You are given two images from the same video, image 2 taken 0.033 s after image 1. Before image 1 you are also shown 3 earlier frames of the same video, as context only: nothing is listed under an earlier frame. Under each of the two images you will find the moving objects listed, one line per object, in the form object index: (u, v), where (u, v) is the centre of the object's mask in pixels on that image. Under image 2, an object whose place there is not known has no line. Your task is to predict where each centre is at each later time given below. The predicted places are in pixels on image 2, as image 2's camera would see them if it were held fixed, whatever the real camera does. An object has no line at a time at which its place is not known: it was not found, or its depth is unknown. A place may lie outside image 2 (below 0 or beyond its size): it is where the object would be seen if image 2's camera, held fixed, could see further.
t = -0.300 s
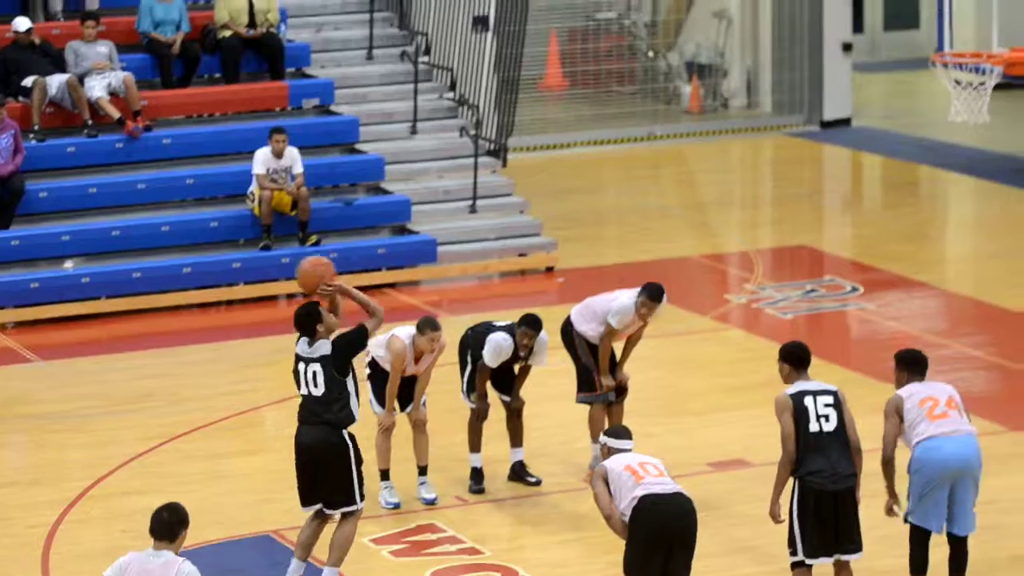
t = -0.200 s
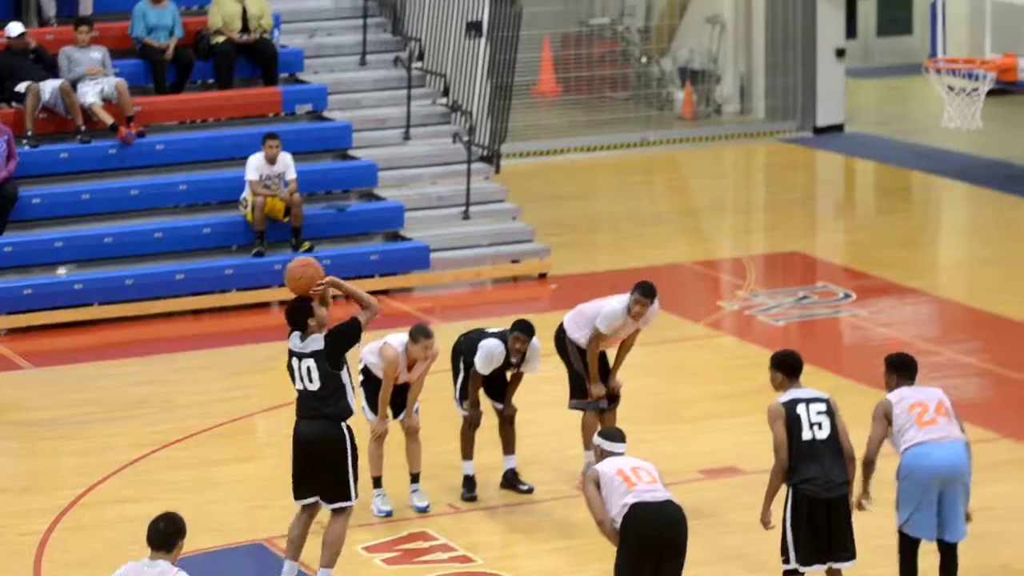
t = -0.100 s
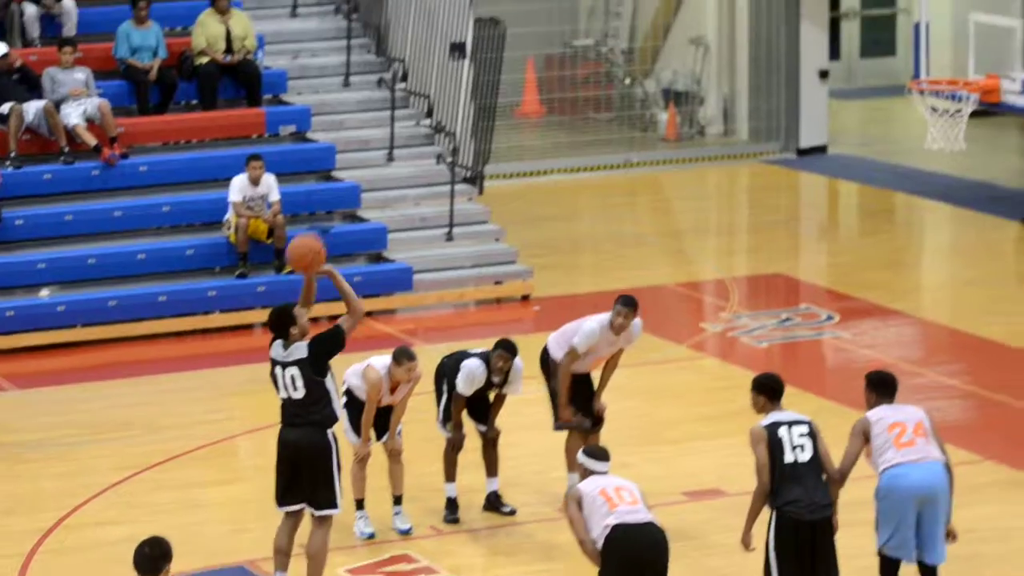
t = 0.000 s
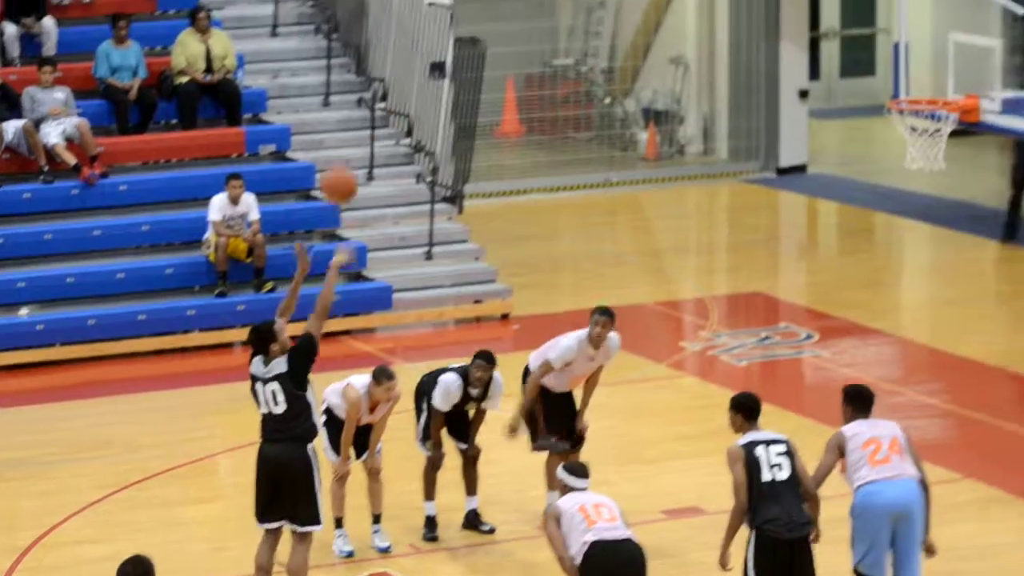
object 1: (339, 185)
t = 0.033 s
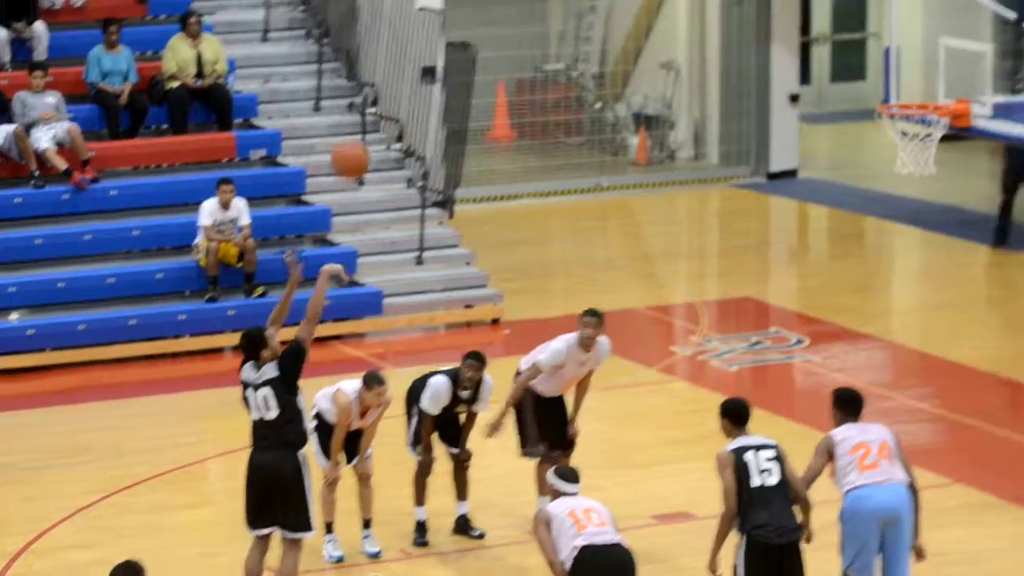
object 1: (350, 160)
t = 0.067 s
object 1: (371, 131)
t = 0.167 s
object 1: (431, 61)
